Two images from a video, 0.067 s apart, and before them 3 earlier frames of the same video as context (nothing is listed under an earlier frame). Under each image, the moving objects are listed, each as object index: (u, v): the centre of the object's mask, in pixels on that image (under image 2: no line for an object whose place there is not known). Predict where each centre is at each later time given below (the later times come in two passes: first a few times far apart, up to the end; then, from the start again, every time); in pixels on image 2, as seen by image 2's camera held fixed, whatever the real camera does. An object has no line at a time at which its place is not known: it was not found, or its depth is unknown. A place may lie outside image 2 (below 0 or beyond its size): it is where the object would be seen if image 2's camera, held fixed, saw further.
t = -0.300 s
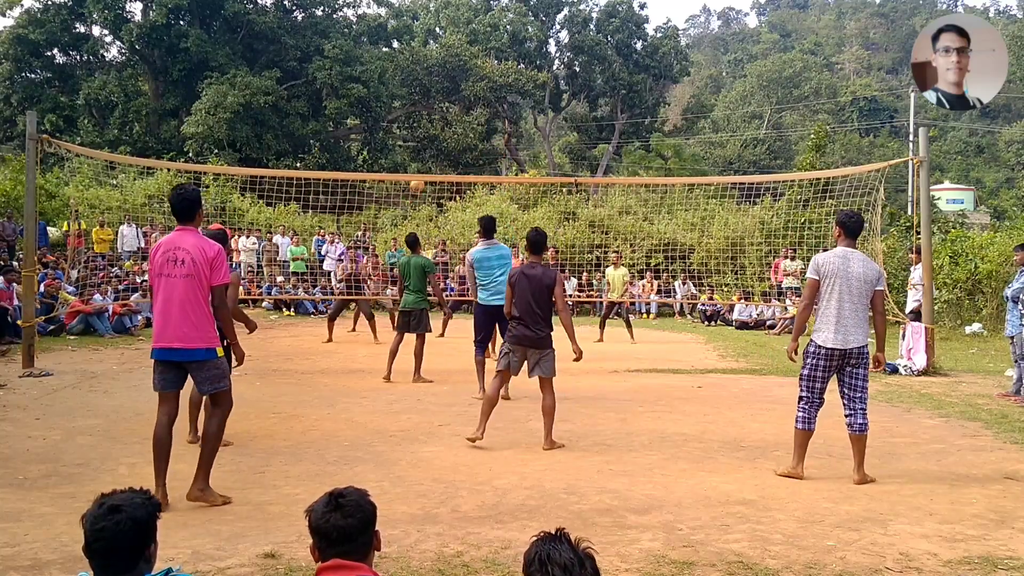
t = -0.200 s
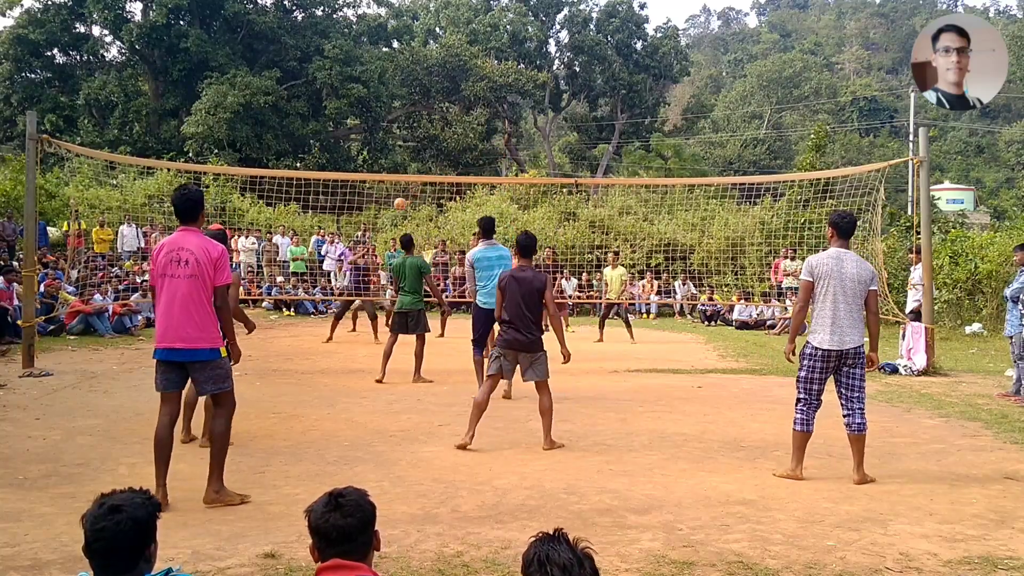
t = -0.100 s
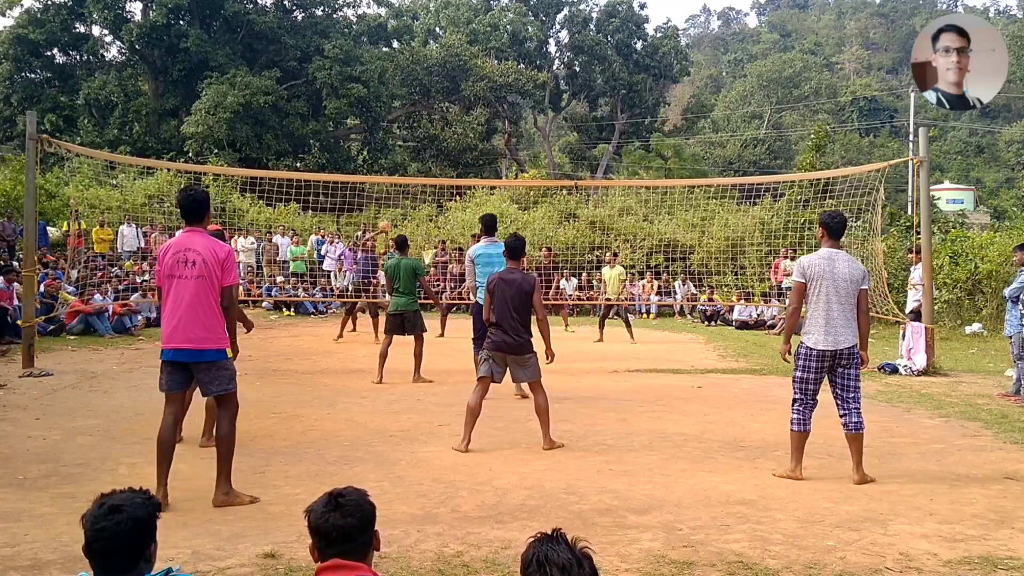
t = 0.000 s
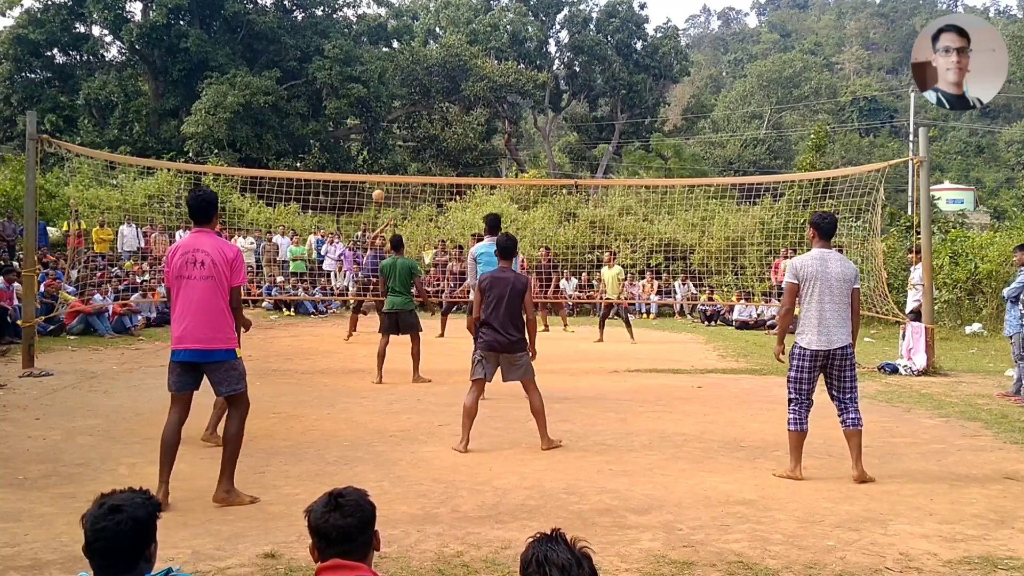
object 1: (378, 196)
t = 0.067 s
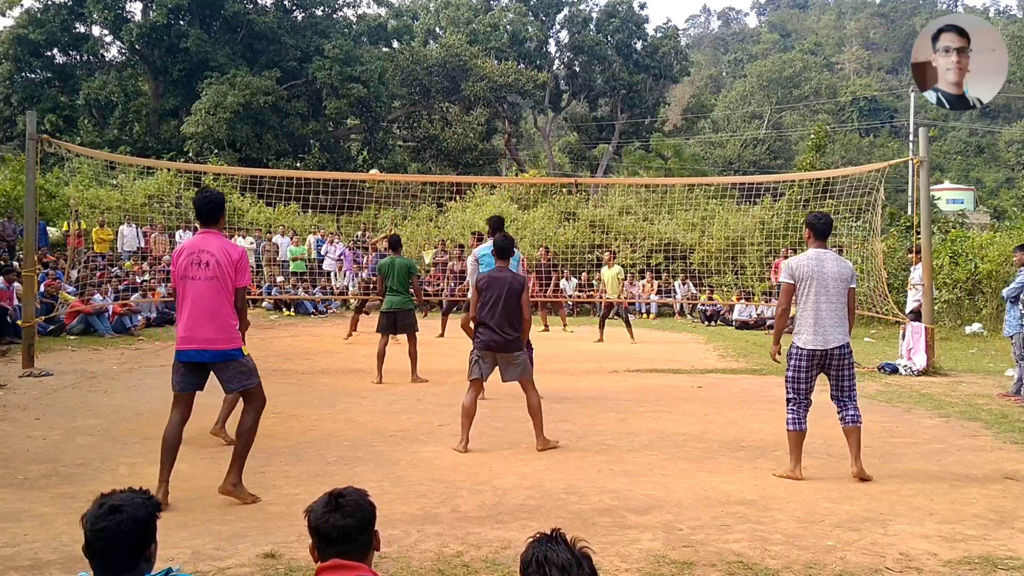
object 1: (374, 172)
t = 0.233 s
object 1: (361, 134)
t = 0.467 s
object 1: (337, 103)
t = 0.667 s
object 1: (310, 111)
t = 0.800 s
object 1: (286, 141)
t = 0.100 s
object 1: (371, 166)
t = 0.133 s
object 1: (369, 157)
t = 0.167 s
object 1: (367, 149)
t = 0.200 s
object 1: (364, 141)
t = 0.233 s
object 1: (361, 134)
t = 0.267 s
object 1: (358, 127)
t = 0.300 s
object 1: (355, 121)
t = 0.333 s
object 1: (352, 117)
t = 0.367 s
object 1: (349, 115)
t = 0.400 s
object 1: (345, 108)
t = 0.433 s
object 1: (341, 105)
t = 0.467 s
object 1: (337, 103)
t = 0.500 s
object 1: (333, 102)
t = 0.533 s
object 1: (329, 102)
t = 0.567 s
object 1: (325, 102)
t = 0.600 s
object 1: (320, 104)
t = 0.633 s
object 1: (315, 107)
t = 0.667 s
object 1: (310, 111)
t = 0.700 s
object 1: (305, 116)
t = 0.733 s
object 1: (299, 123)
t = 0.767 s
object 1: (292, 131)
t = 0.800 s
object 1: (286, 141)
